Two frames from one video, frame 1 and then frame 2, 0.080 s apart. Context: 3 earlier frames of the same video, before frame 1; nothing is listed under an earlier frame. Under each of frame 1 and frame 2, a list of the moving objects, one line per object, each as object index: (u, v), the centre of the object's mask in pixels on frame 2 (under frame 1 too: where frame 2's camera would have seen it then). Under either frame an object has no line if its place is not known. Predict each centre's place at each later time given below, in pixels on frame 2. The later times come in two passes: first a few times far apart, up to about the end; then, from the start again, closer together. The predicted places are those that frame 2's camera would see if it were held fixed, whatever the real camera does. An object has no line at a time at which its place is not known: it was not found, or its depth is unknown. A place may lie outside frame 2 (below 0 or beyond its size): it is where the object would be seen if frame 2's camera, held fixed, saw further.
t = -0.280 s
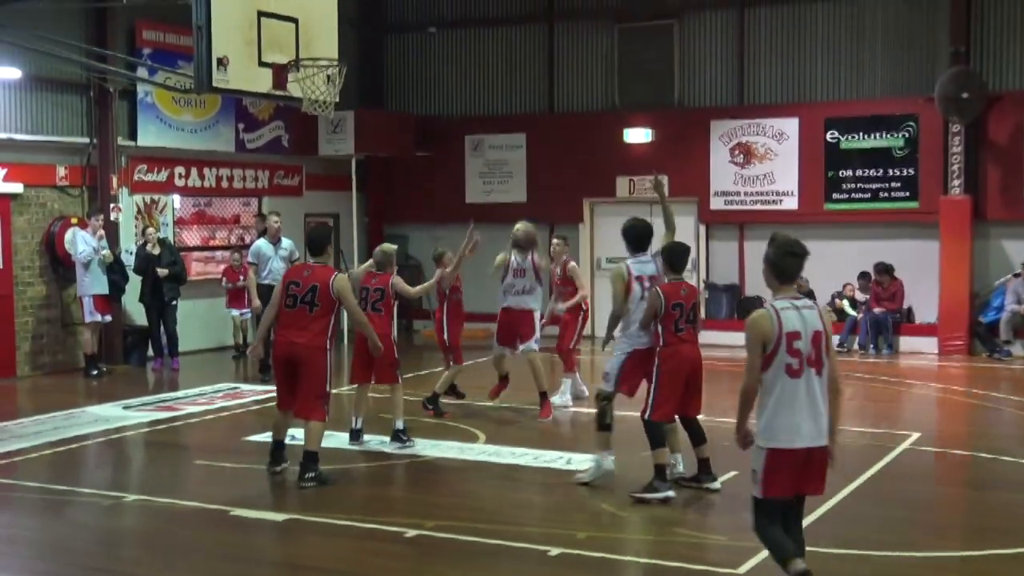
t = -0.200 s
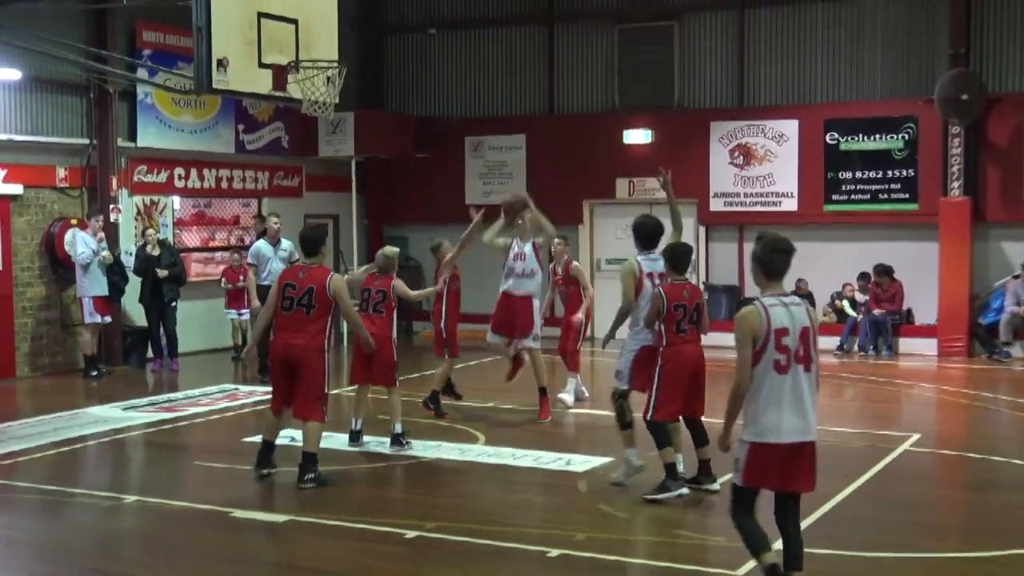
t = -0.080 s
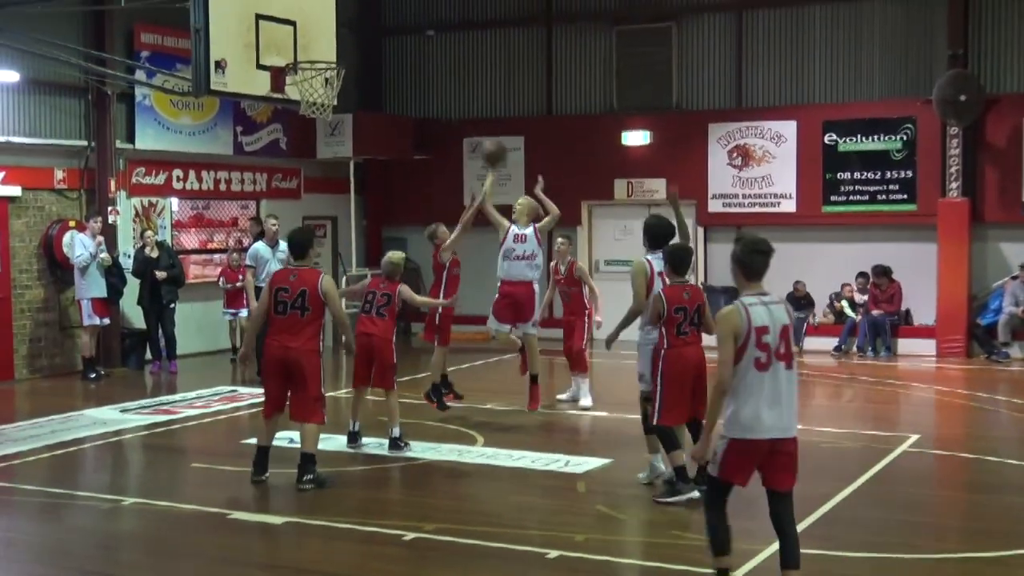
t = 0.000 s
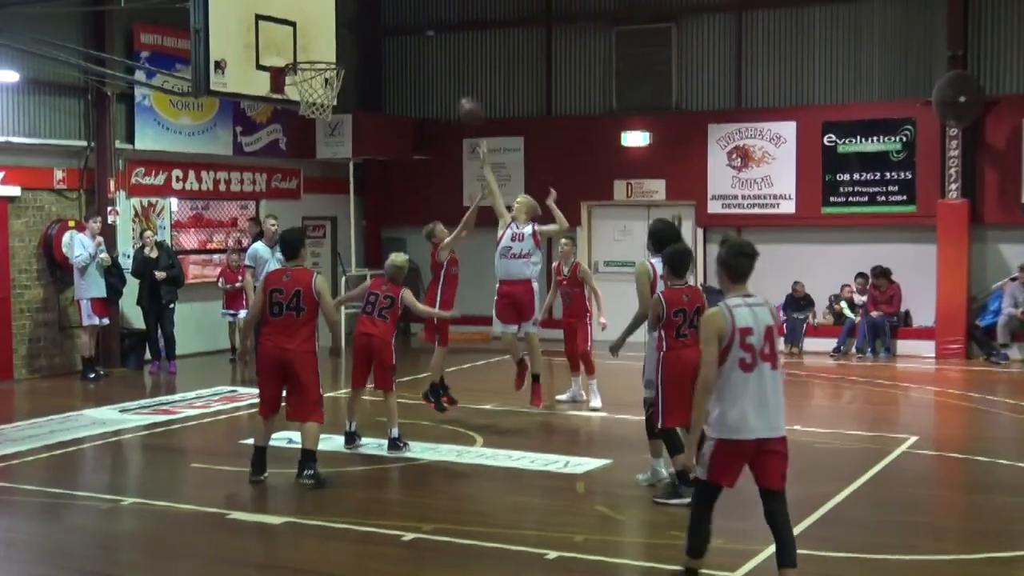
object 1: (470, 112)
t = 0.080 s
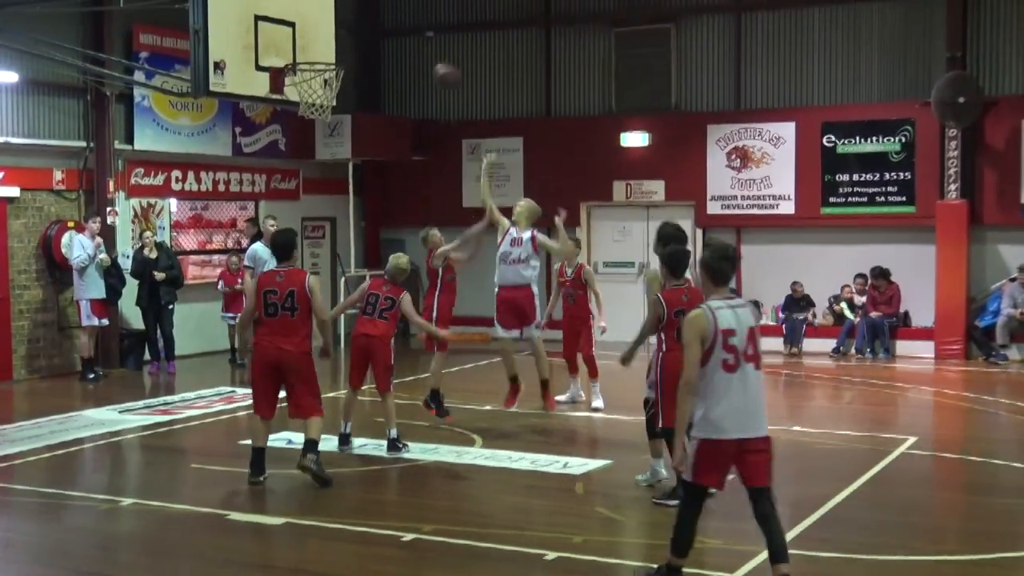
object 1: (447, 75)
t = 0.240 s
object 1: (398, 25)
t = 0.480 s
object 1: (327, 7)
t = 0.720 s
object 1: (317, 34)
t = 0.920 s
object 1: (321, 88)
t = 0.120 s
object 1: (434, 56)
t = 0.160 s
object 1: (423, 46)
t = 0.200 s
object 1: (410, 36)
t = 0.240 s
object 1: (398, 25)
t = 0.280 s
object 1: (386, 19)
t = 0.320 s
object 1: (374, 12)
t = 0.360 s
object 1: (363, 7)
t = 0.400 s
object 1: (350, 8)
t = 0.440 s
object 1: (339, 6)
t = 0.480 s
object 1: (327, 7)
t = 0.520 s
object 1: (313, 9)
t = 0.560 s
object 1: (311, 10)
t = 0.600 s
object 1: (313, 13)
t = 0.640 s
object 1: (314, 18)
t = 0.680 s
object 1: (316, 25)
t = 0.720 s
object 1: (317, 34)
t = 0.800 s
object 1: (321, 58)
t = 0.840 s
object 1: (323, 73)
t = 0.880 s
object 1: (323, 85)
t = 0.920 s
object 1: (321, 88)
